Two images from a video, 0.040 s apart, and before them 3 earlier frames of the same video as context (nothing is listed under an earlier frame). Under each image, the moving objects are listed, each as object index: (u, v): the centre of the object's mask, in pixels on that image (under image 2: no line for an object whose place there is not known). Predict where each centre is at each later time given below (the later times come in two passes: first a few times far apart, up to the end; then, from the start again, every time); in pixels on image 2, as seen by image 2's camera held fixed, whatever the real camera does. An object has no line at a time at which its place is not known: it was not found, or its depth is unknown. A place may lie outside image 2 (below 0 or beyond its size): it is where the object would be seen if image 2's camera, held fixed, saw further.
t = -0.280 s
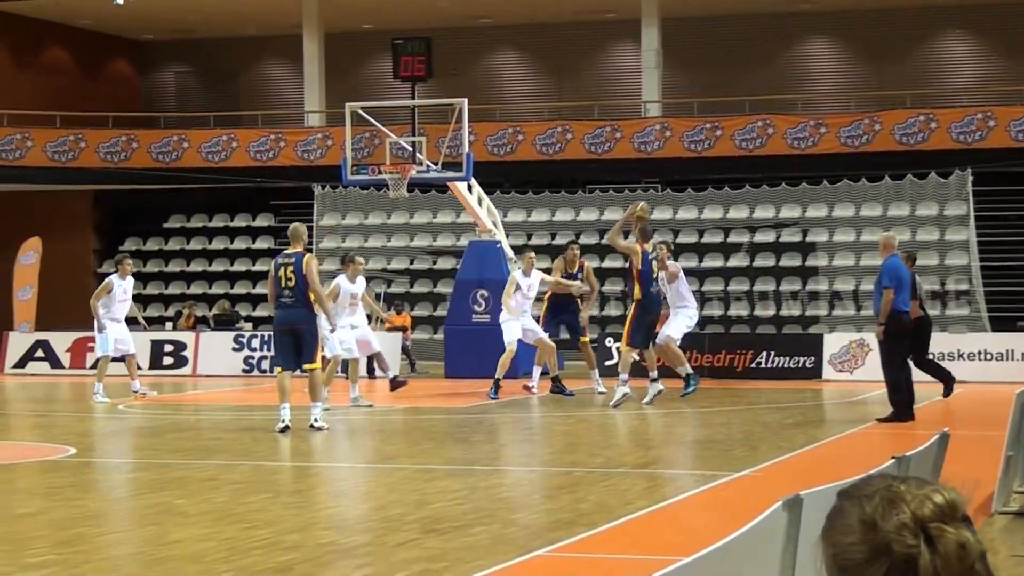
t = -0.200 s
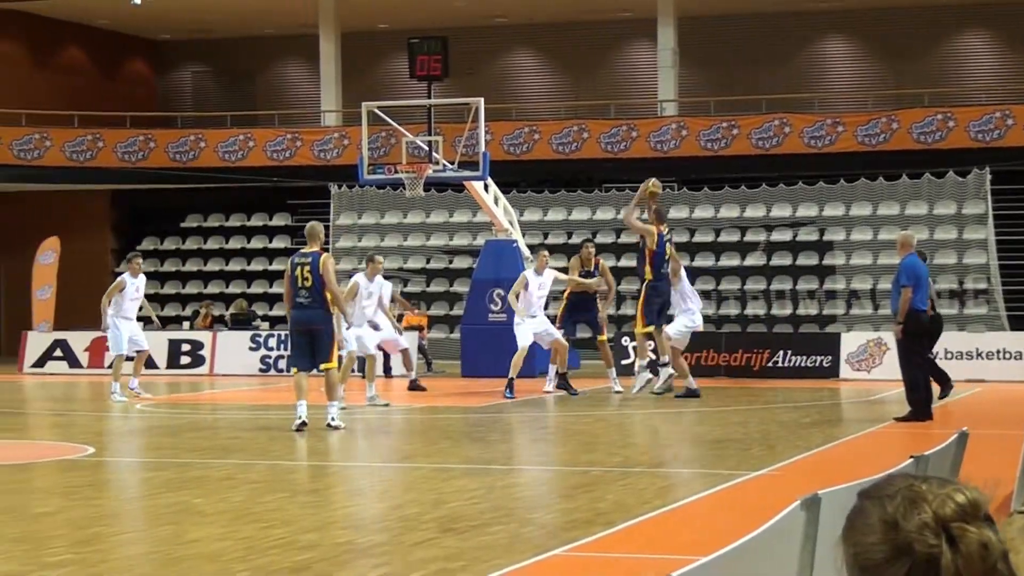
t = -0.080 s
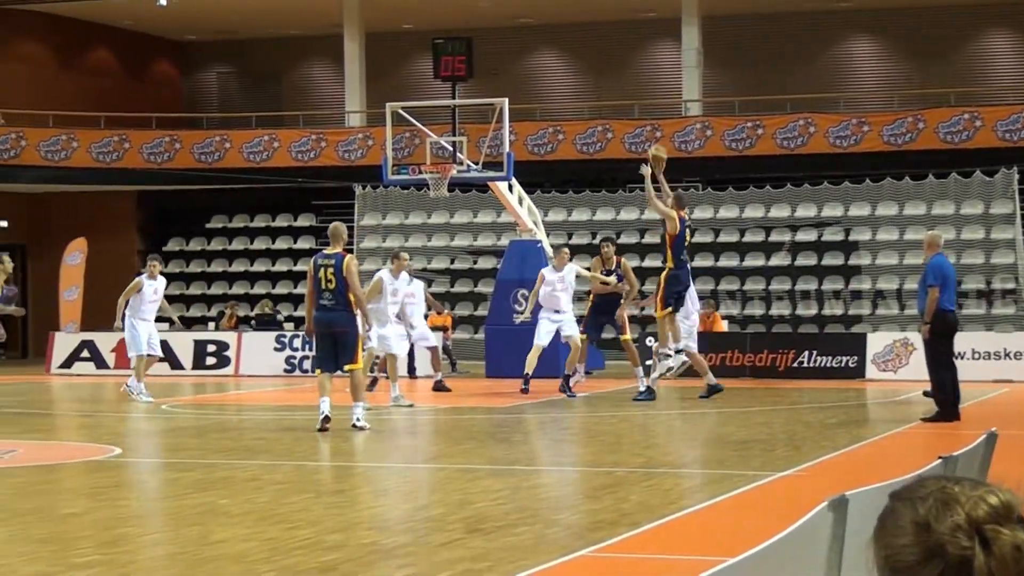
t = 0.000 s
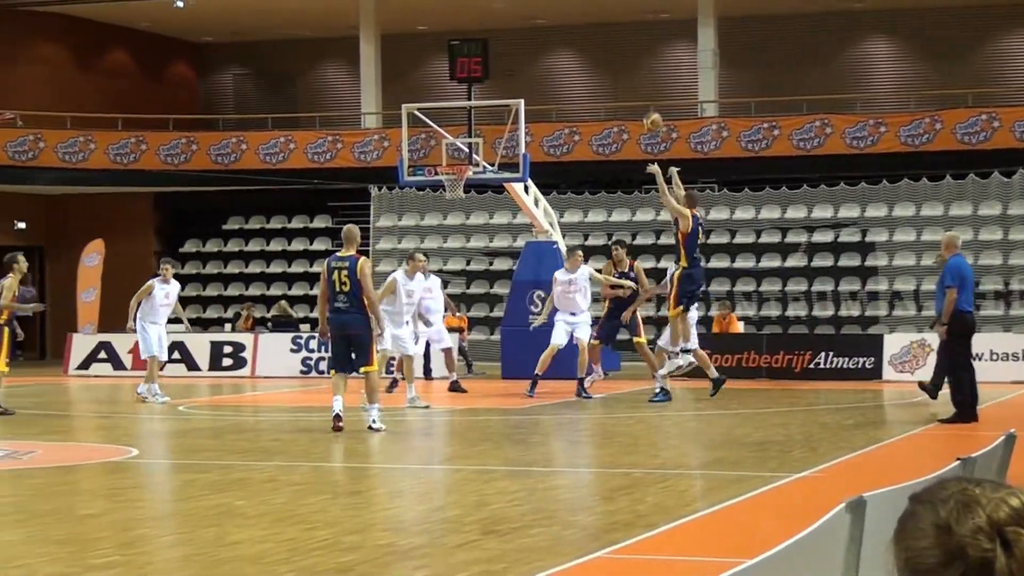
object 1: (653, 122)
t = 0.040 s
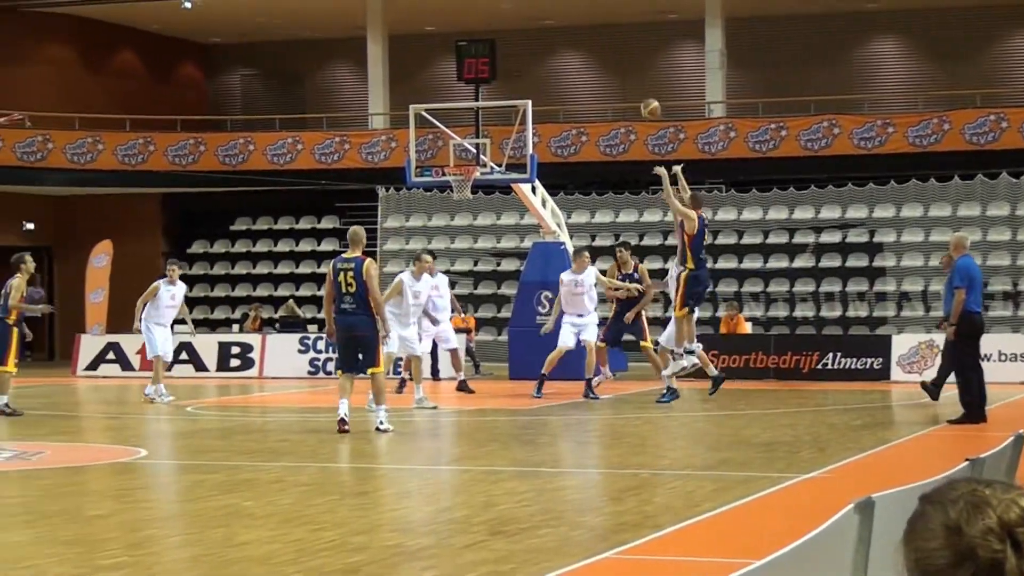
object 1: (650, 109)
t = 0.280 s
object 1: (595, 54)
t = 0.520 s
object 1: (545, 47)
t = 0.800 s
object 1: (494, 90)
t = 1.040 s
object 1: (455, 167)
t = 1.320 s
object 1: (473, 189)
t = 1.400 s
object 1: (478, 199)
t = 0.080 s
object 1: (640, 96)
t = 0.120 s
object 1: (631, 84)
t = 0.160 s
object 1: (622, 75)
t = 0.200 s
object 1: (613, 67)
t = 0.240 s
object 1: (604, 59)
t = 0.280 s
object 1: (595, 54)
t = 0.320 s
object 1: (586, 48)
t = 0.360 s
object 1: (578, 45)
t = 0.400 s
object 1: (569, 44)
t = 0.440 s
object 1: (561, 43)
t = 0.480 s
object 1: (553, 44)
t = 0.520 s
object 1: (545, 47)
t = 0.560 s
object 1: (538, 50)
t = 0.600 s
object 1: (530, 53)
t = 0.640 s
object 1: (522, 59)
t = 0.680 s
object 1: (515, 65)
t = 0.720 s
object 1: (508, 73)
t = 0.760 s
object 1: (501, 81)
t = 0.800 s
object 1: (494, 90)
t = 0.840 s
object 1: (487, 102)
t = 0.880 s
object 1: (480, 114)
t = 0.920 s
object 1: (474, 125)
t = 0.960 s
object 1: (466, 140)
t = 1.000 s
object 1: (460, 156)
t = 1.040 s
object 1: (455, 167)
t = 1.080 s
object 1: (455, 173)
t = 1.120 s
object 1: (459, 176)
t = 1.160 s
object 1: (462, 182)
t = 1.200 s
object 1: (466, 182)
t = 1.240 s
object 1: (468, 182)
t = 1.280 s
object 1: (471, 186)
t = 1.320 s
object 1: (473, 189)
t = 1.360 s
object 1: (475, 193)
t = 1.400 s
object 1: (478, 199)
